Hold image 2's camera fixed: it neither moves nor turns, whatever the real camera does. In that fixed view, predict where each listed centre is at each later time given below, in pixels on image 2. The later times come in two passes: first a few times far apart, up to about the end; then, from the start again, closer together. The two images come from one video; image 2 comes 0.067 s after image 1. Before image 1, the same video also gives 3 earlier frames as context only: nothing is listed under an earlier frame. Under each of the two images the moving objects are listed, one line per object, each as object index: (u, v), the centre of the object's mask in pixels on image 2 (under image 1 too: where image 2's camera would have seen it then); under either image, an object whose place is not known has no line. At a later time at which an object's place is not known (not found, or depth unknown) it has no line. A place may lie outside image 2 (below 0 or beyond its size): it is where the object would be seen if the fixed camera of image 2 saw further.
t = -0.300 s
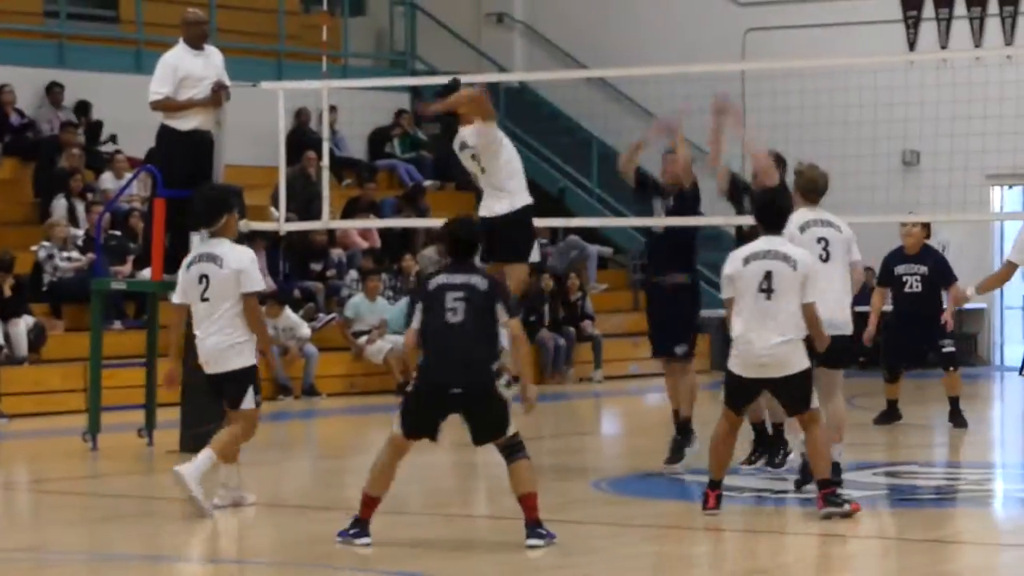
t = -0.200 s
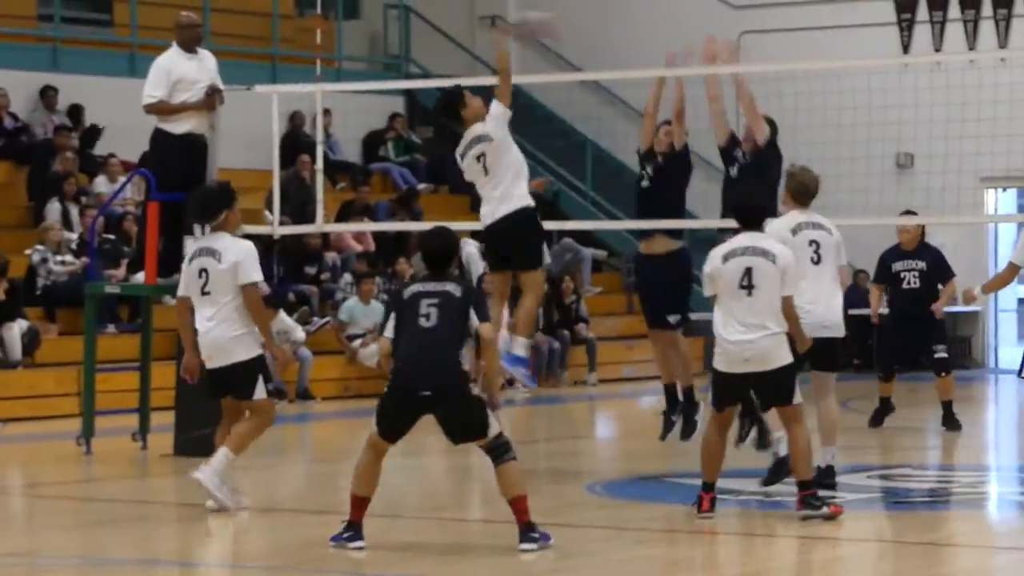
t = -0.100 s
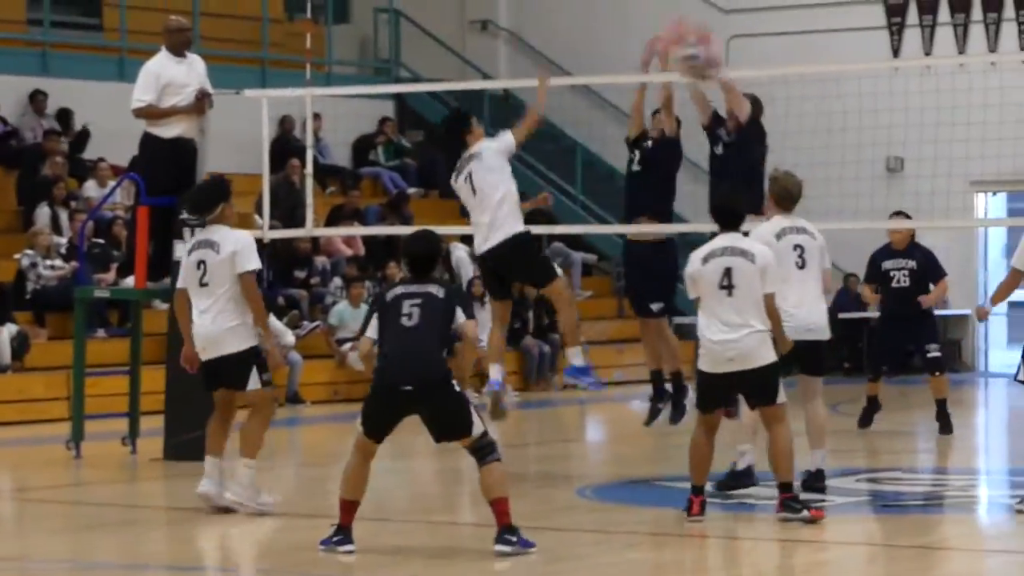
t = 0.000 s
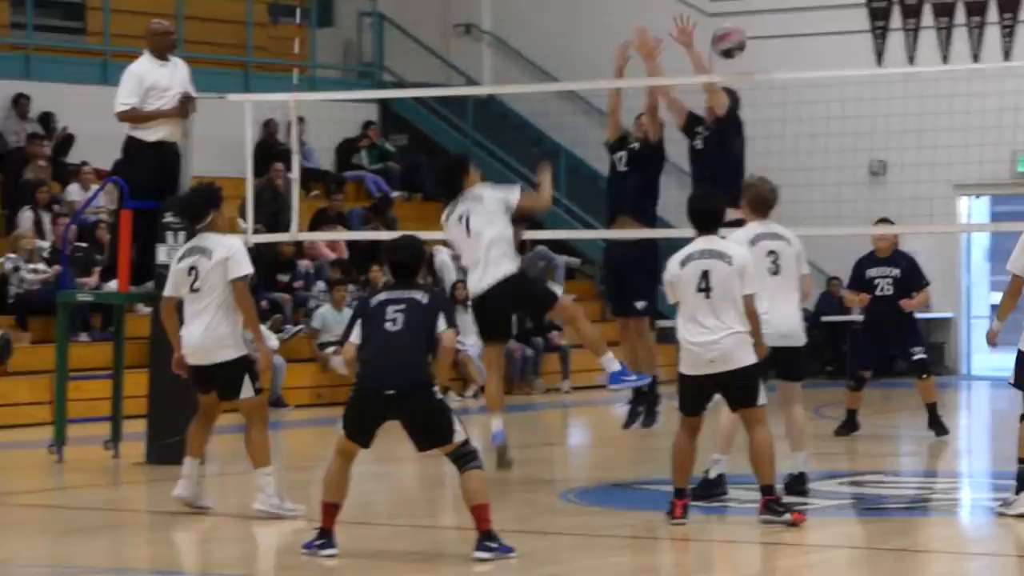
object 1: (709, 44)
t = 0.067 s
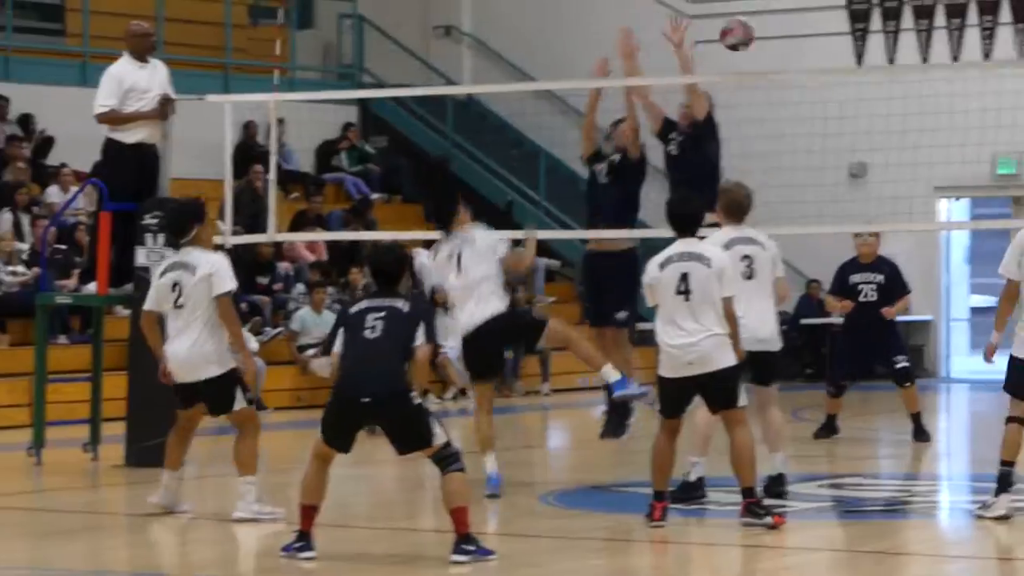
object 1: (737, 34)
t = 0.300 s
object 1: (839, 58)
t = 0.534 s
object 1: (952, 187)
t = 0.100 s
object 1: (751, 32)
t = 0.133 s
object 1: (764, 31)
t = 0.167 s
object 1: (779, 33)
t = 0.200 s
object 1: (793, 36)
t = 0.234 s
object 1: (808, 41)
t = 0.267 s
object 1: (822, 49)
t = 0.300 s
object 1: (839, 58)
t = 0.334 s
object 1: (853, 70)
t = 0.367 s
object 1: (870, 84)
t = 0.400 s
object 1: (888, 102)
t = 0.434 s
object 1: (902, 120)
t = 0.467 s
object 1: (919, 139)
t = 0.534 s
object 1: (952, 187)
